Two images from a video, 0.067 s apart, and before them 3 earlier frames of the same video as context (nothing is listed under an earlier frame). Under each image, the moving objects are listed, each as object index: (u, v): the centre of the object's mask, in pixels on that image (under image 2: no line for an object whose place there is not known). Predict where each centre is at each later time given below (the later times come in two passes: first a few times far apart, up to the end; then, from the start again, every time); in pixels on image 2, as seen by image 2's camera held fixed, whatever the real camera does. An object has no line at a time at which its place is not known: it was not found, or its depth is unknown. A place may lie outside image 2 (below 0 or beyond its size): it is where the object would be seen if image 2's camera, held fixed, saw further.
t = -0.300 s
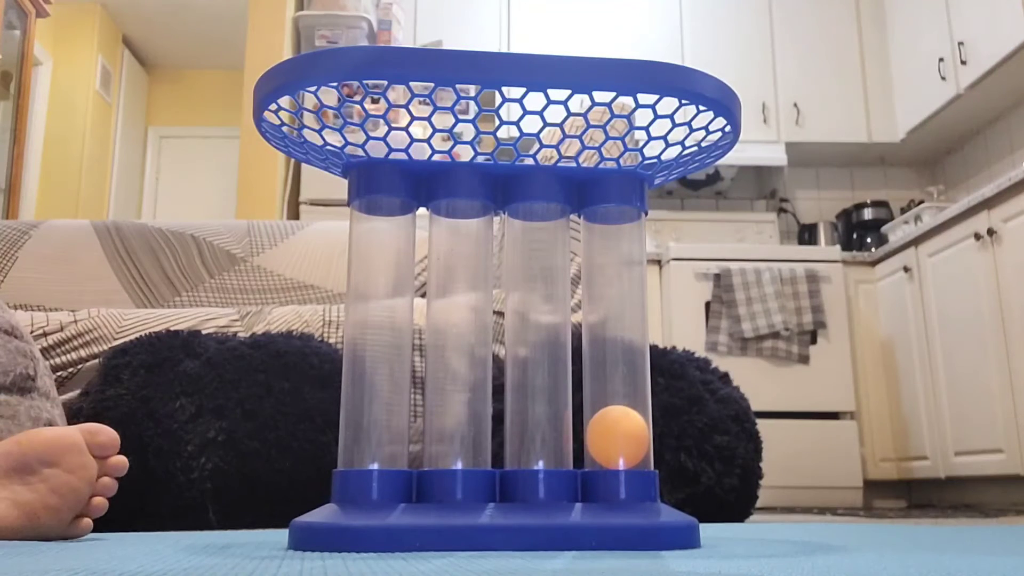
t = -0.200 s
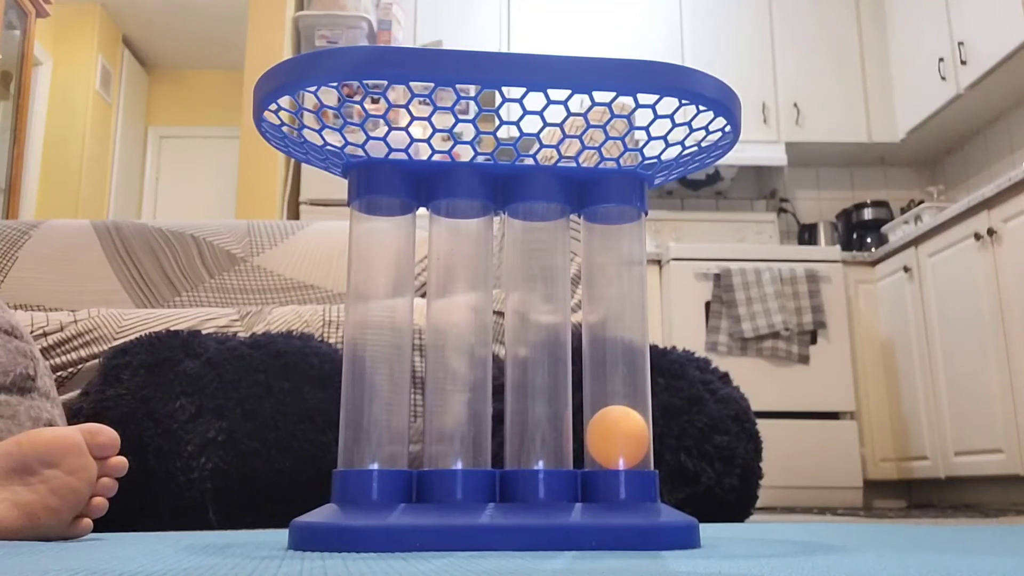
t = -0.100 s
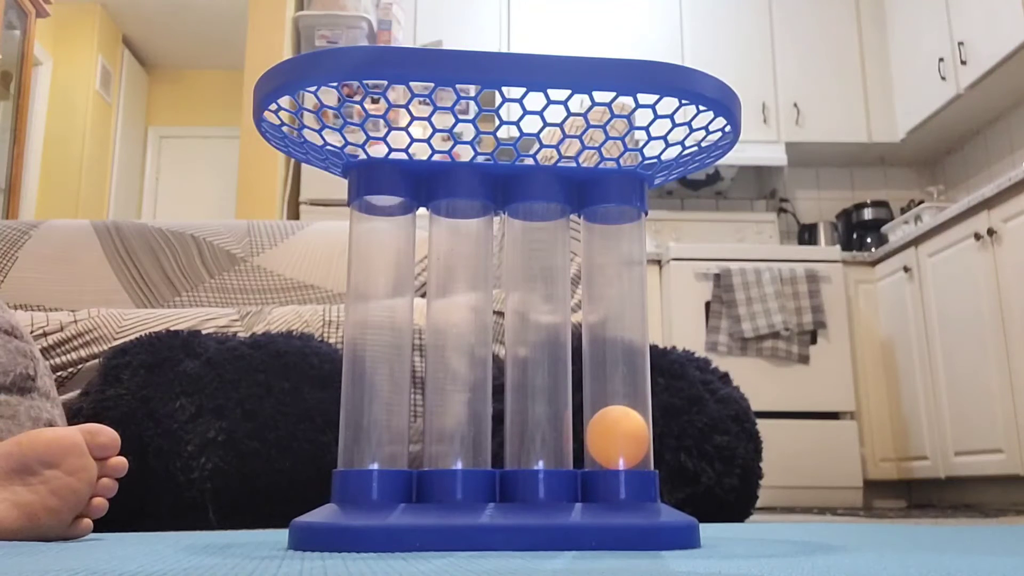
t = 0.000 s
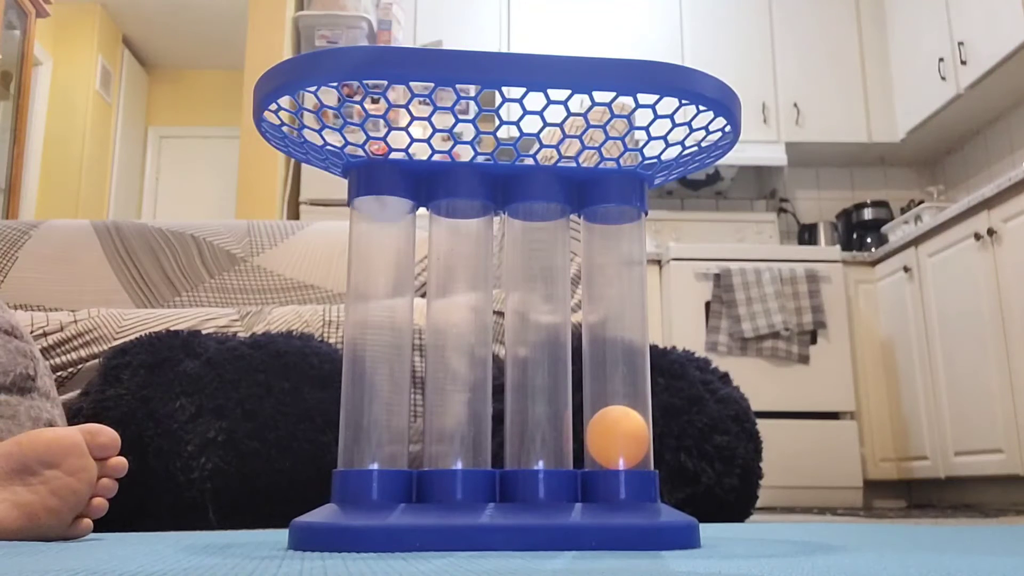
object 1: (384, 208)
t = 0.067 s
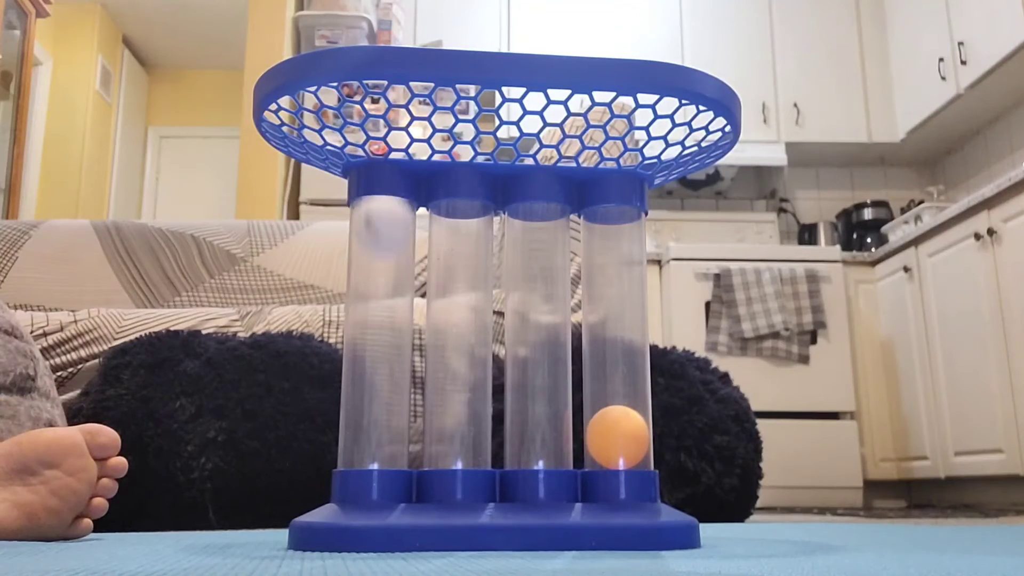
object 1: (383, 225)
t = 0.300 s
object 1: (378, 349)
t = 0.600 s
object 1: (373, 436)
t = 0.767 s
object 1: (373, 436)
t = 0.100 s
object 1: (383, 240)
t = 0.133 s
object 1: (383, 258)
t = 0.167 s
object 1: (381, 276)
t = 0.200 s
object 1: (381, 292)
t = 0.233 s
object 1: (379, 312)
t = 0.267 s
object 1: (378, 330)
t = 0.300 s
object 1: (378, 349)
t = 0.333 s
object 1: (377, 367)
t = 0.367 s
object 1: (376, 385)
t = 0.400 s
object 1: (375, 405)
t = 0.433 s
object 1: (375, 425)
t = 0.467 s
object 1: (374, 433)
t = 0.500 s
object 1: (373, 433)
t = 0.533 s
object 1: (373, 435)
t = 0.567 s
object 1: (373, 436)
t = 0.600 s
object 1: (373, 436)
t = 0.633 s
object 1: (373, 436)
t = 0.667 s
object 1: (373, 436)
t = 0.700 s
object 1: (373, 436)
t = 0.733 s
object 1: (373, 436)
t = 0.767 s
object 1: (373, 436)
